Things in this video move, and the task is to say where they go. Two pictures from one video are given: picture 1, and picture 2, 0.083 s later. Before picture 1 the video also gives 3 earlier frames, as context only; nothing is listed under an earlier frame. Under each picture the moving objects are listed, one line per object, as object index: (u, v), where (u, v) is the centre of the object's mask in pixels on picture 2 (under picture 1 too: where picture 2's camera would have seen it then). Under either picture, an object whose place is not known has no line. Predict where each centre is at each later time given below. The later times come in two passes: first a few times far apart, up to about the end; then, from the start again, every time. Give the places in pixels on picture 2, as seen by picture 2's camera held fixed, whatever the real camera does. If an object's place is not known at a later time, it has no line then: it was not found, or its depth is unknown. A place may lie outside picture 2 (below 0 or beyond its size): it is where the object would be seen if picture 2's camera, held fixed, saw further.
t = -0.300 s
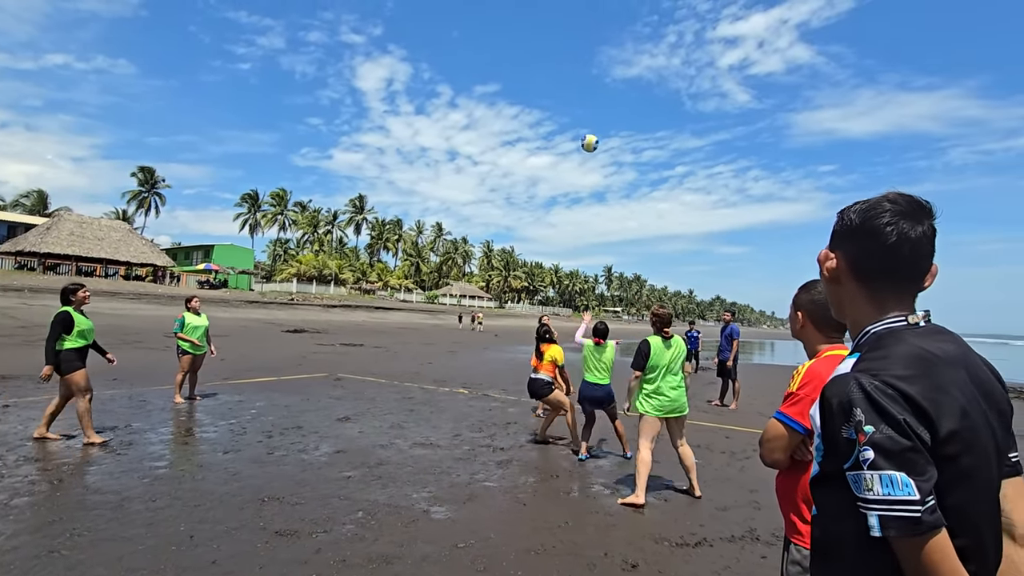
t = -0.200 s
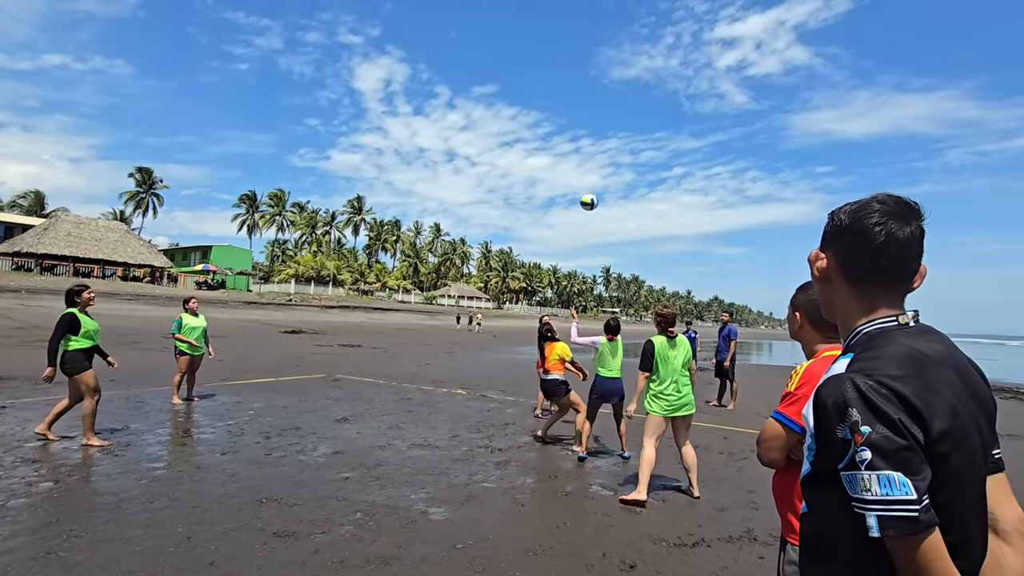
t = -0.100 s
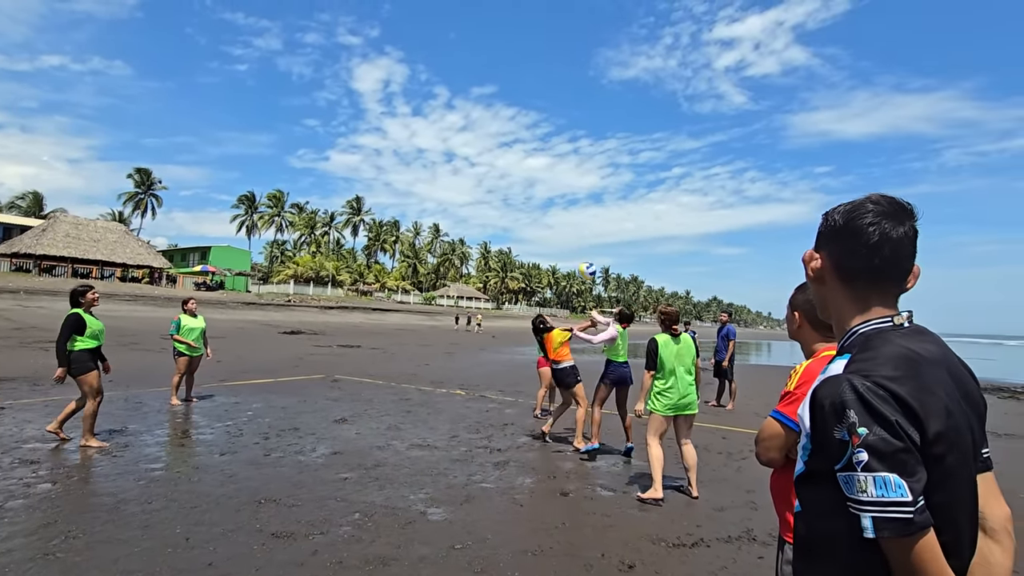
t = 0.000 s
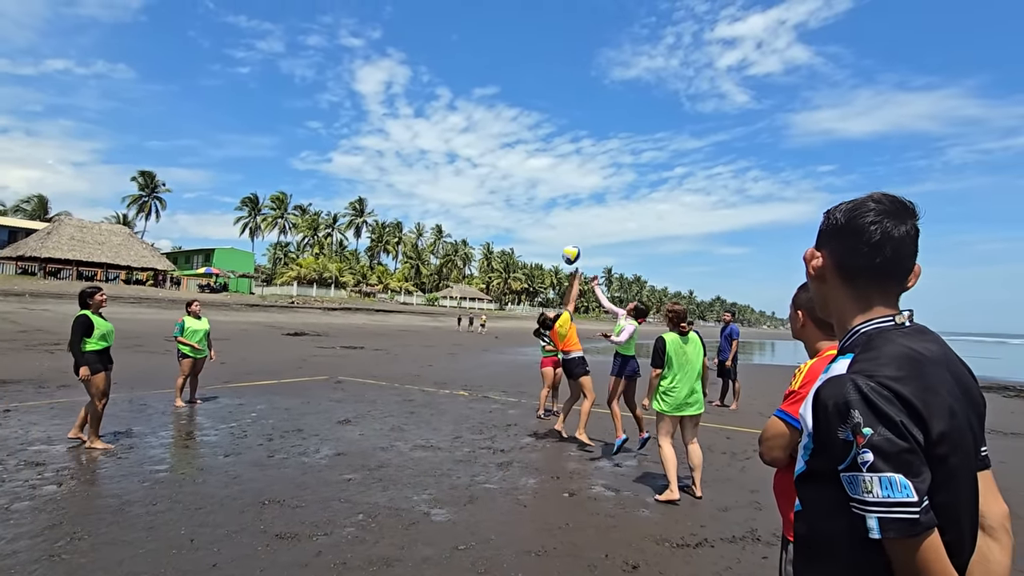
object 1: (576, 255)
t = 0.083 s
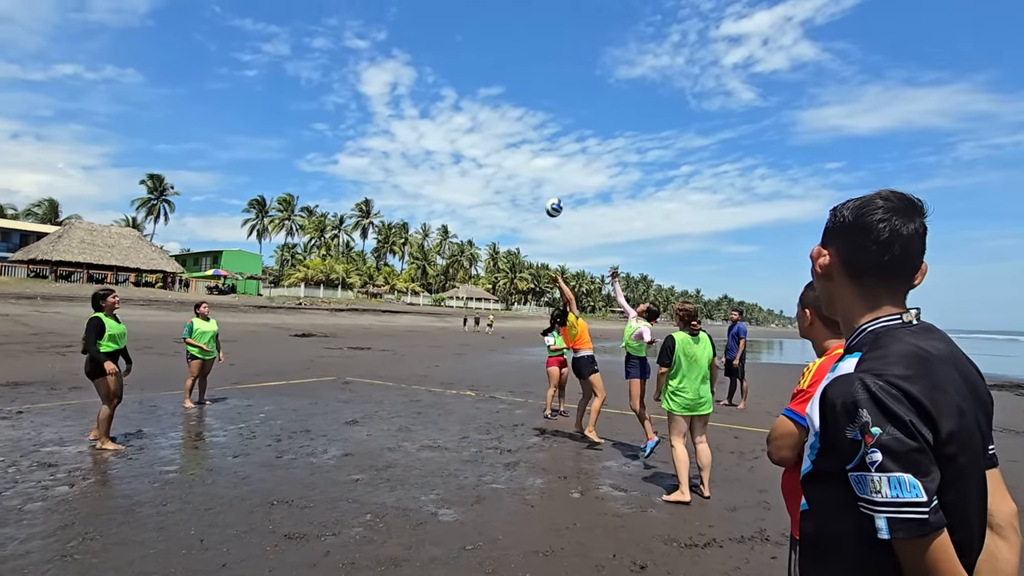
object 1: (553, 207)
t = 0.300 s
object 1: (492, 109)
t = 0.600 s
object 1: (388, 29)
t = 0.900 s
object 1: (256, 24)
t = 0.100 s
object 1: (549, 199)
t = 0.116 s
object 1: (545, 190)
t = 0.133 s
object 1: (540, 182)
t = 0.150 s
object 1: (535, 174)
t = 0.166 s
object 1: (530, 166)
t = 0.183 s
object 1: (526, 158)
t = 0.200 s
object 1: (521, 151)
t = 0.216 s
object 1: (516, 143)
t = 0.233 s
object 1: (511, 136)
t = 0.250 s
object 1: (506, 129)
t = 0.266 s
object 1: (502, 122)
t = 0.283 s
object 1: (497, 116)
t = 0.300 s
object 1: (492, 109)
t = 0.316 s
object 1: (486, 103)
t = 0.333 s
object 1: (480, 97)
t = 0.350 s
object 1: (475, 91)
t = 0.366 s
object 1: (470, 85)
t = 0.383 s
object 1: (464, 80)
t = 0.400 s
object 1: (458, 75)
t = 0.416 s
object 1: (453, 70)
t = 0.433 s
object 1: (447, 65)
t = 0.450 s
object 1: (441, 60)
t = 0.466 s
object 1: (436, 56)
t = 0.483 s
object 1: (430, 51)
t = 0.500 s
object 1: (424, 47)
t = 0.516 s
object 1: (418, 43)
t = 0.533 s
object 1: (413, 40)
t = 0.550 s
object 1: (407, 37)
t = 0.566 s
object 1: (400, 34)
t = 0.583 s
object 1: (395, 31)
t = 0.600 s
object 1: (388, 29)
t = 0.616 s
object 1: (381, 26)
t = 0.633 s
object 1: (375, 23)
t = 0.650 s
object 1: (368, 21)
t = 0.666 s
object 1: (361, 20)
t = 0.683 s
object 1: (355, 18)
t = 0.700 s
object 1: (348, 17)
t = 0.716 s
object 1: (341, 16)
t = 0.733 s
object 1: (334, 15)
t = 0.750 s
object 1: (327, 15)
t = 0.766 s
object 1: (320, 15)
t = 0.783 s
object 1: (312, 15)
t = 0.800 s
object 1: (304, 15)
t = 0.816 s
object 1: (297, 15)
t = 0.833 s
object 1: (289, 16)
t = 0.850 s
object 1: (281, 18)
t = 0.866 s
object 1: (272, 20)
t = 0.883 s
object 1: (264, 22)
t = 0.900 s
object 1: (256, 24)
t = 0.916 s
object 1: (248, 27)
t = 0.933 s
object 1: (239, 30)
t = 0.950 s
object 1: (230, 32)
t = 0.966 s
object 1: (221, 36)
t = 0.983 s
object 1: (213, 41)
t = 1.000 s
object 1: (204, 45)
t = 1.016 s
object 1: (194, 50)
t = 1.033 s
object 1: (185, 55)
